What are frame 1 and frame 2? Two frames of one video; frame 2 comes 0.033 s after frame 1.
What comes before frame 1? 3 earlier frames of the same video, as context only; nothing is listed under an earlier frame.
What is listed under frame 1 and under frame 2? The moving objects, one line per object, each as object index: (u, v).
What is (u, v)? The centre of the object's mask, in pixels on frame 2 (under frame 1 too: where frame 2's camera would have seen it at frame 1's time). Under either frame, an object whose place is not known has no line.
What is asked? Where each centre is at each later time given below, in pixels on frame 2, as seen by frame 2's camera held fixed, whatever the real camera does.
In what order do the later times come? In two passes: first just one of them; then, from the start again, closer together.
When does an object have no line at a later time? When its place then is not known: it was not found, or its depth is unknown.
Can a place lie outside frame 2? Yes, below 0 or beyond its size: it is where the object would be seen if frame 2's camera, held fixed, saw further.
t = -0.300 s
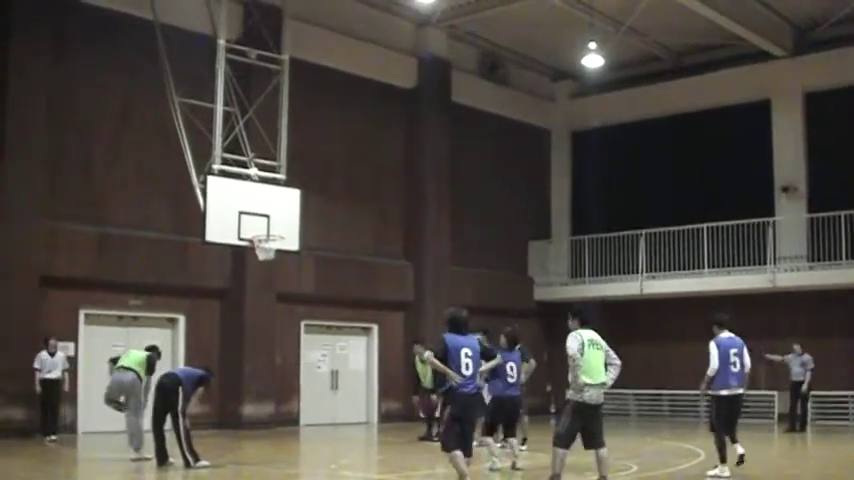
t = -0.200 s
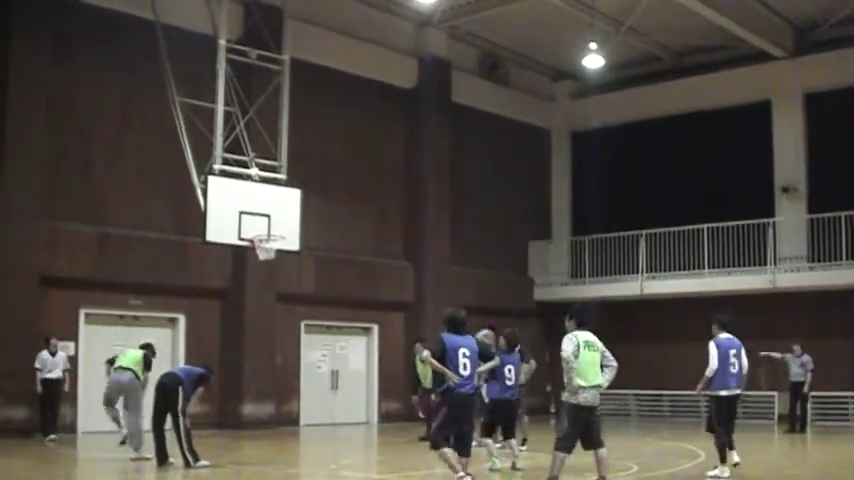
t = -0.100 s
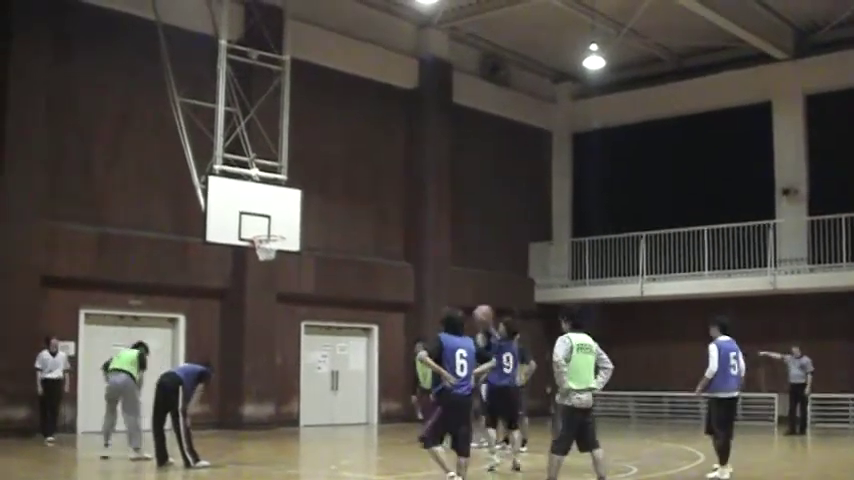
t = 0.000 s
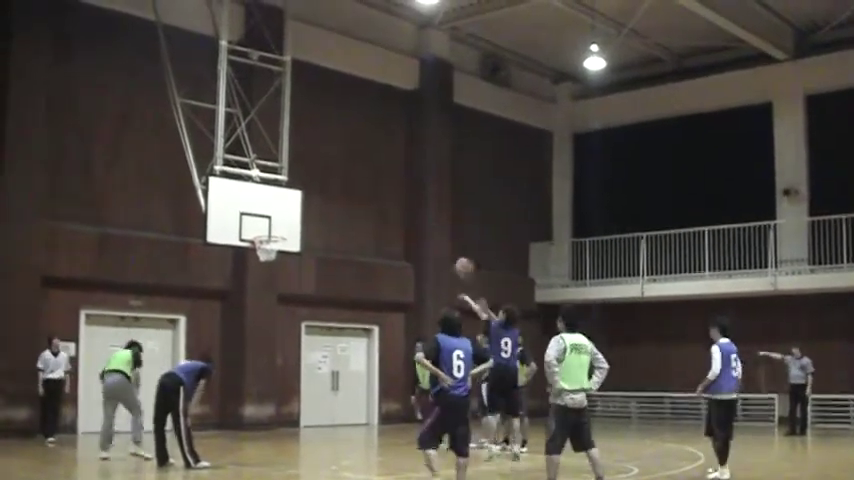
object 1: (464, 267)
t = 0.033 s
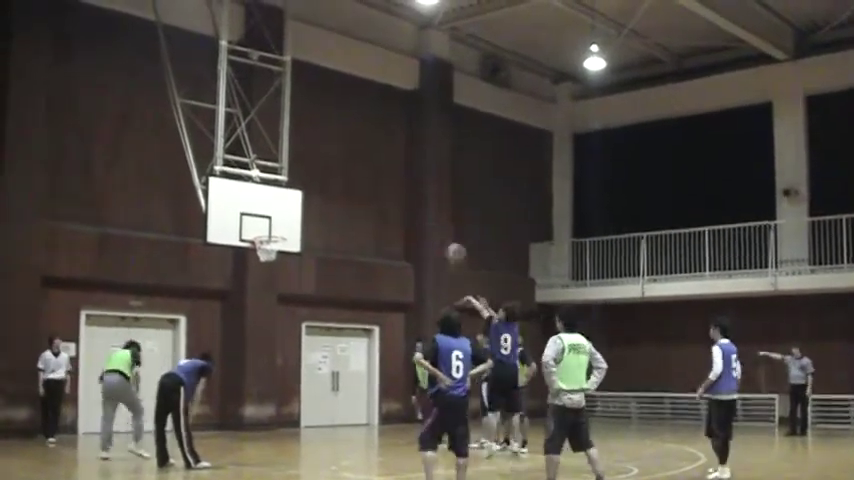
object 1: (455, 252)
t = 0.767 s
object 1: (300, 163)
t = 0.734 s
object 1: (307, 158)
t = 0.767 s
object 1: (300, 163)
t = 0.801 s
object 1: (295, 168)
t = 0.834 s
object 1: (289, 171)
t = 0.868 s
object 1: (283, 176)
